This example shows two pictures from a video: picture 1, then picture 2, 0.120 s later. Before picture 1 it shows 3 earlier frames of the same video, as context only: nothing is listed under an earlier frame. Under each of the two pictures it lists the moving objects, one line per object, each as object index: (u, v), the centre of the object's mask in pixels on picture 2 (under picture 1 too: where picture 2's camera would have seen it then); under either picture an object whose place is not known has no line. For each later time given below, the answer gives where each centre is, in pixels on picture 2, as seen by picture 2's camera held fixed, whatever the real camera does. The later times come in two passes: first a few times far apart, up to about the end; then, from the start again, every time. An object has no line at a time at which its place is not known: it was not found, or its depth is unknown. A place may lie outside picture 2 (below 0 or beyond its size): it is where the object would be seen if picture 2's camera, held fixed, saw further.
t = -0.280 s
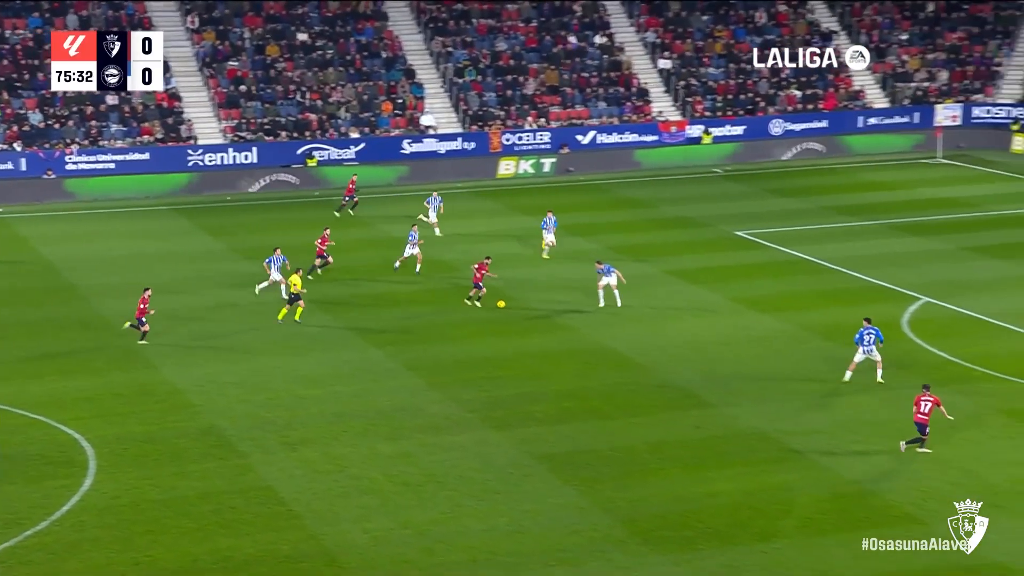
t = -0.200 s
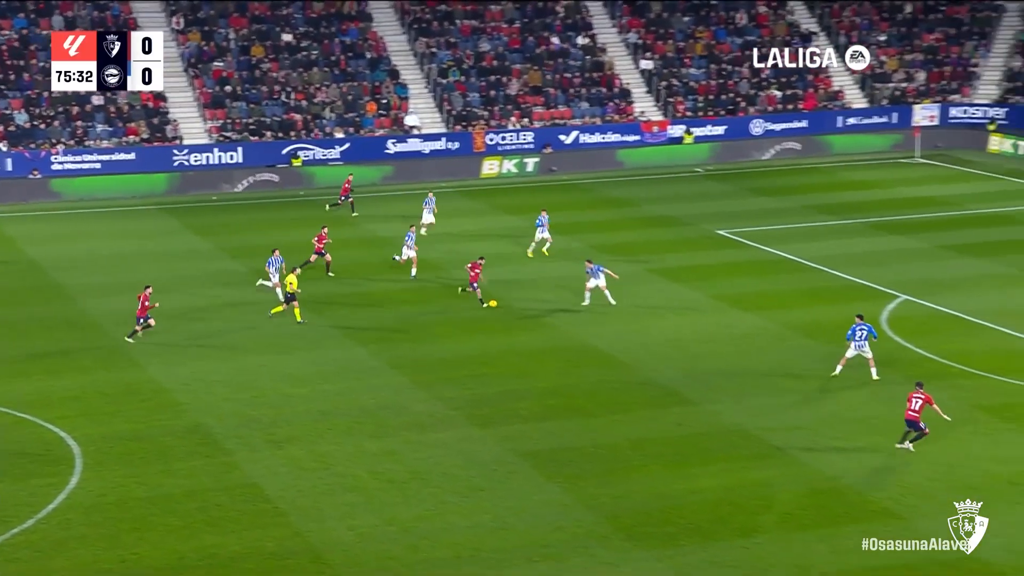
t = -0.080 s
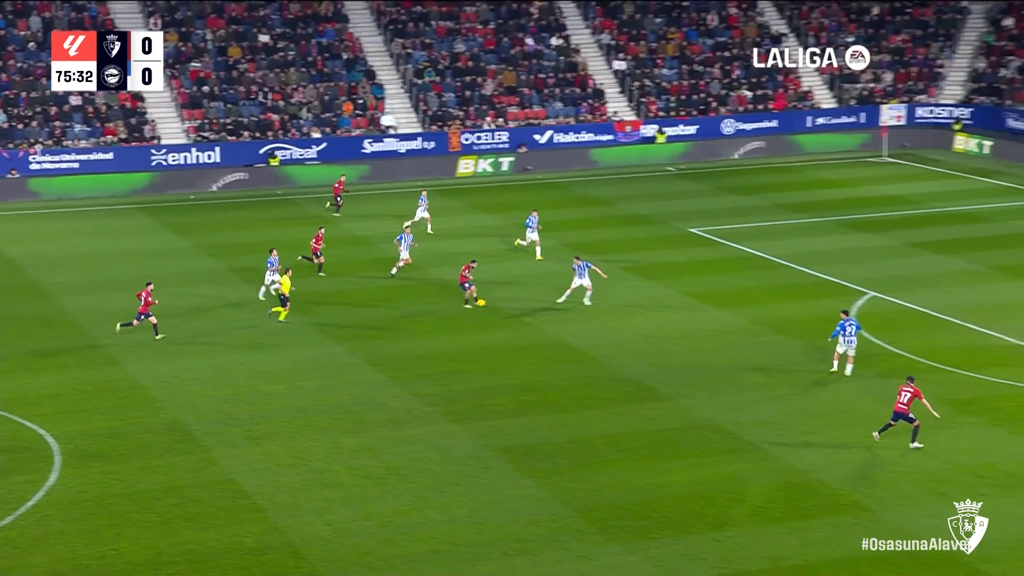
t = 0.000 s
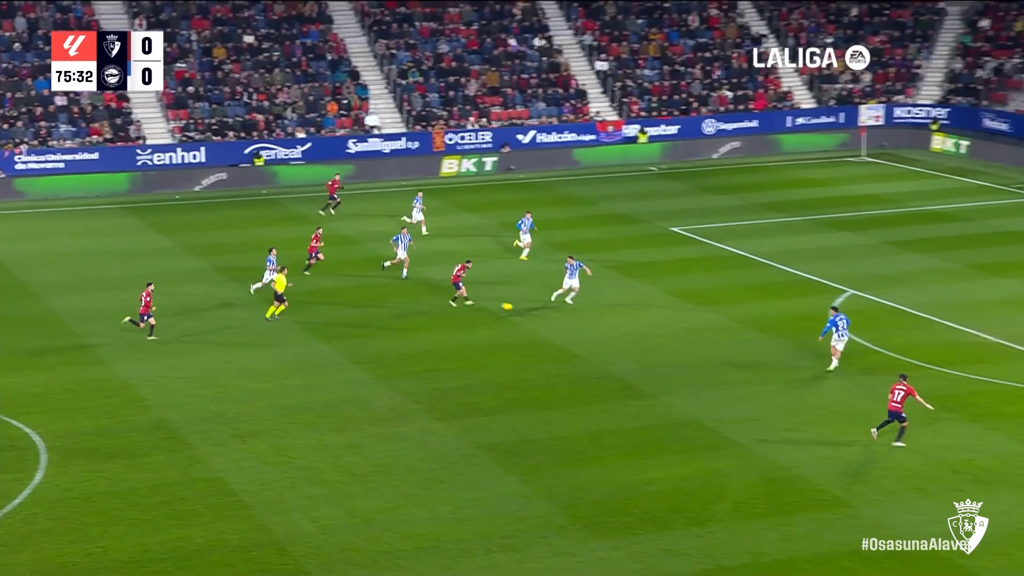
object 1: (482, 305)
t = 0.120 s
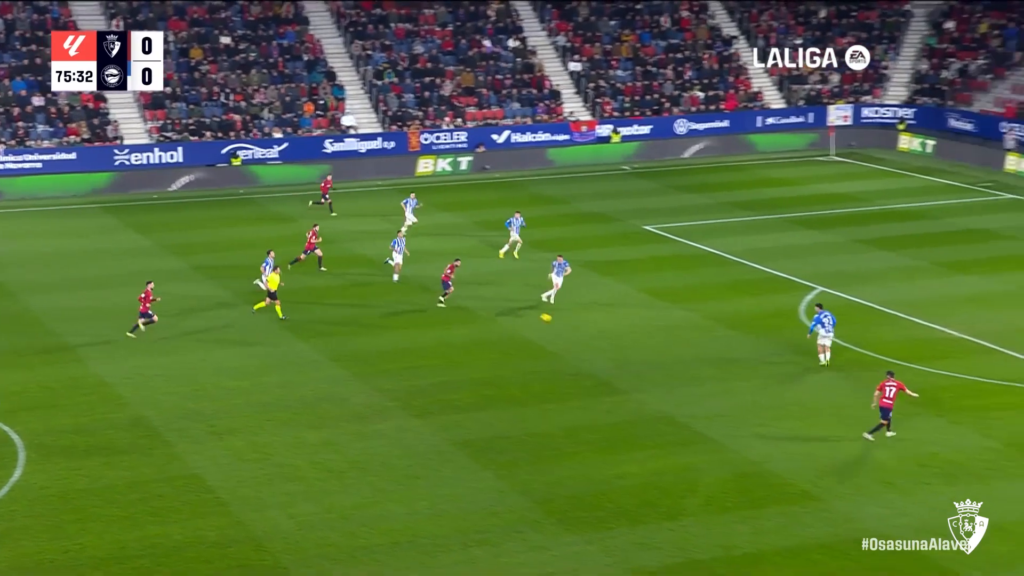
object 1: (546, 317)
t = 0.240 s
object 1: (608, 339)
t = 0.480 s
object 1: (725, 367)
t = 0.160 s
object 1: (567, 324)
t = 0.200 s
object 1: (588, 330)
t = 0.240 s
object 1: (608, 339)
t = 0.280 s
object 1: (628, 344)
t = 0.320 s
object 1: (647, 347)
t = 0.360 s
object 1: (666, 351)
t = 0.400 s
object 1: (686, 355)
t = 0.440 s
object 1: (705, 361)
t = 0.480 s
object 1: (725, 367)
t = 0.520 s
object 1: (745, 375)
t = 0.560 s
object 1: (765, 383)
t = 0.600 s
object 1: (785, 390)
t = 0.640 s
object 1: (803, 393)
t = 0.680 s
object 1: (823, 398)
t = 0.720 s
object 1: (842, 403)
